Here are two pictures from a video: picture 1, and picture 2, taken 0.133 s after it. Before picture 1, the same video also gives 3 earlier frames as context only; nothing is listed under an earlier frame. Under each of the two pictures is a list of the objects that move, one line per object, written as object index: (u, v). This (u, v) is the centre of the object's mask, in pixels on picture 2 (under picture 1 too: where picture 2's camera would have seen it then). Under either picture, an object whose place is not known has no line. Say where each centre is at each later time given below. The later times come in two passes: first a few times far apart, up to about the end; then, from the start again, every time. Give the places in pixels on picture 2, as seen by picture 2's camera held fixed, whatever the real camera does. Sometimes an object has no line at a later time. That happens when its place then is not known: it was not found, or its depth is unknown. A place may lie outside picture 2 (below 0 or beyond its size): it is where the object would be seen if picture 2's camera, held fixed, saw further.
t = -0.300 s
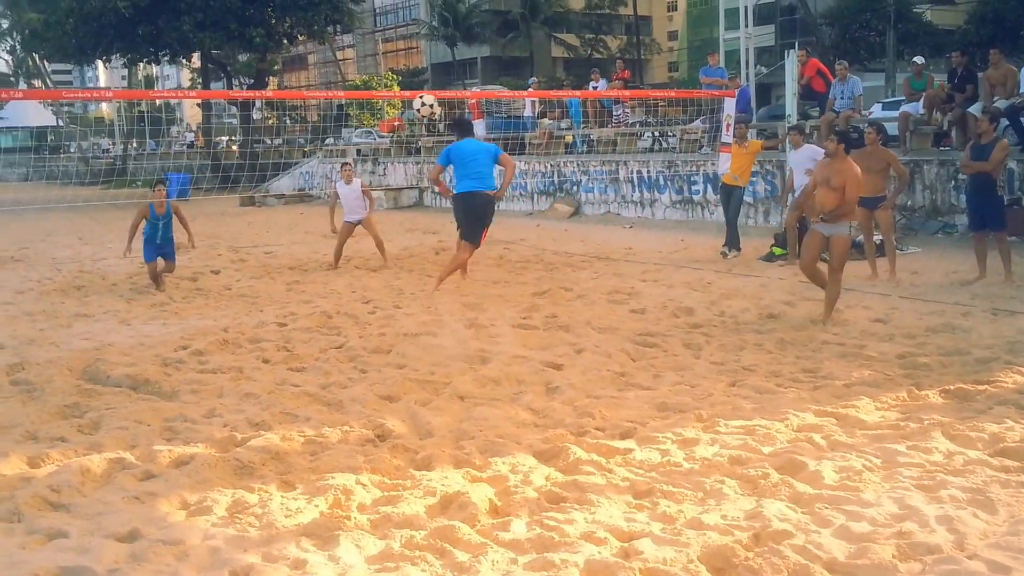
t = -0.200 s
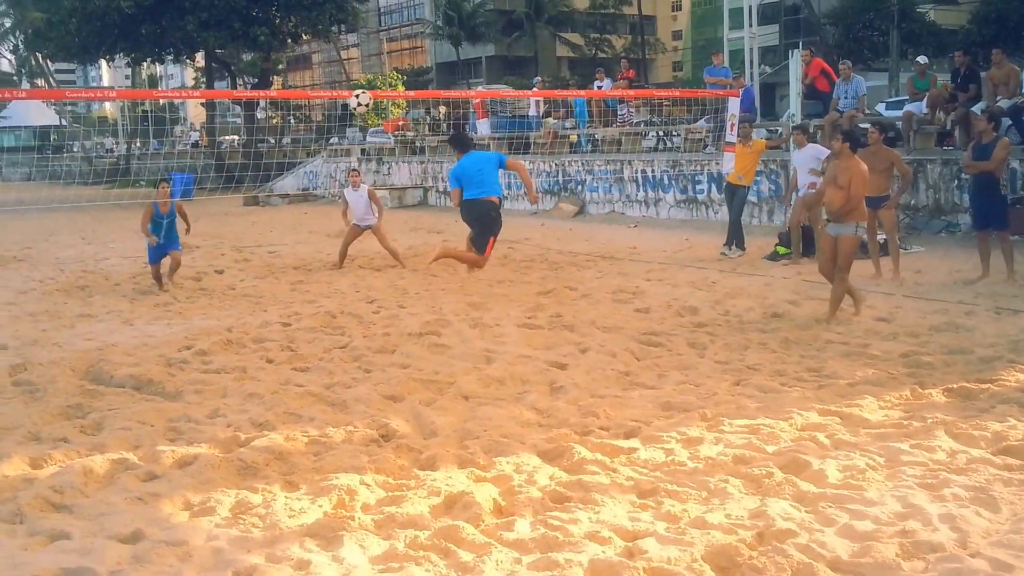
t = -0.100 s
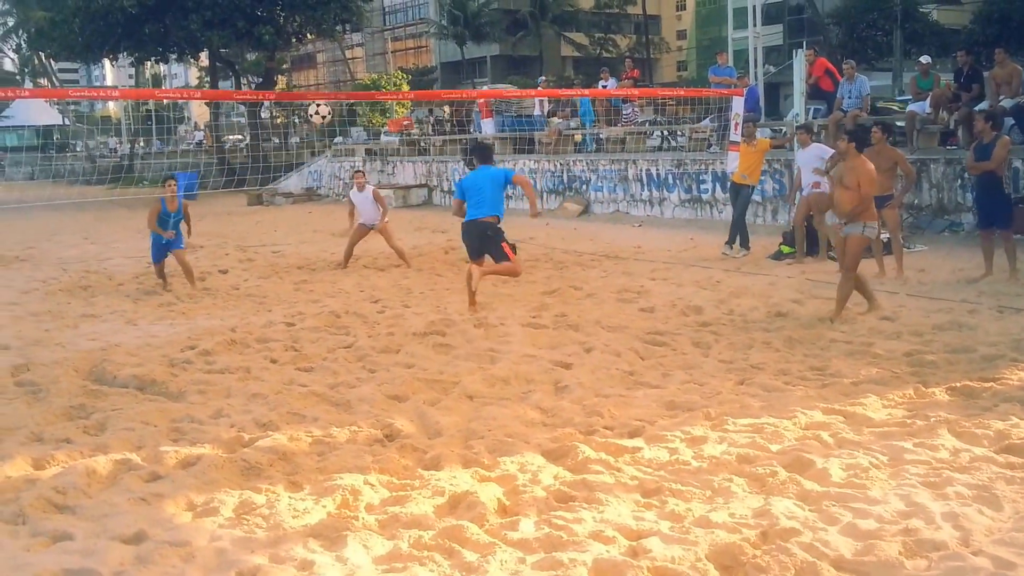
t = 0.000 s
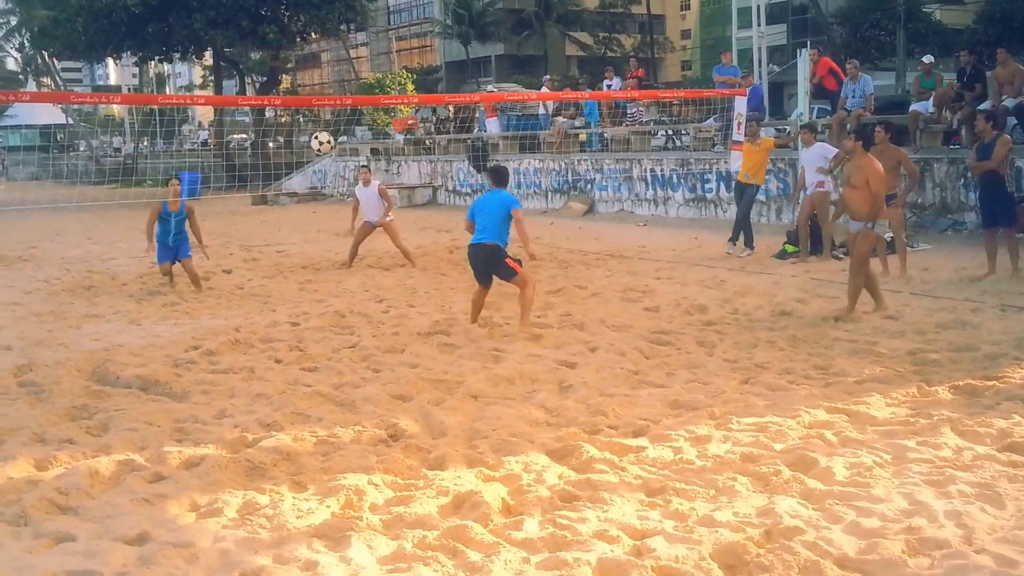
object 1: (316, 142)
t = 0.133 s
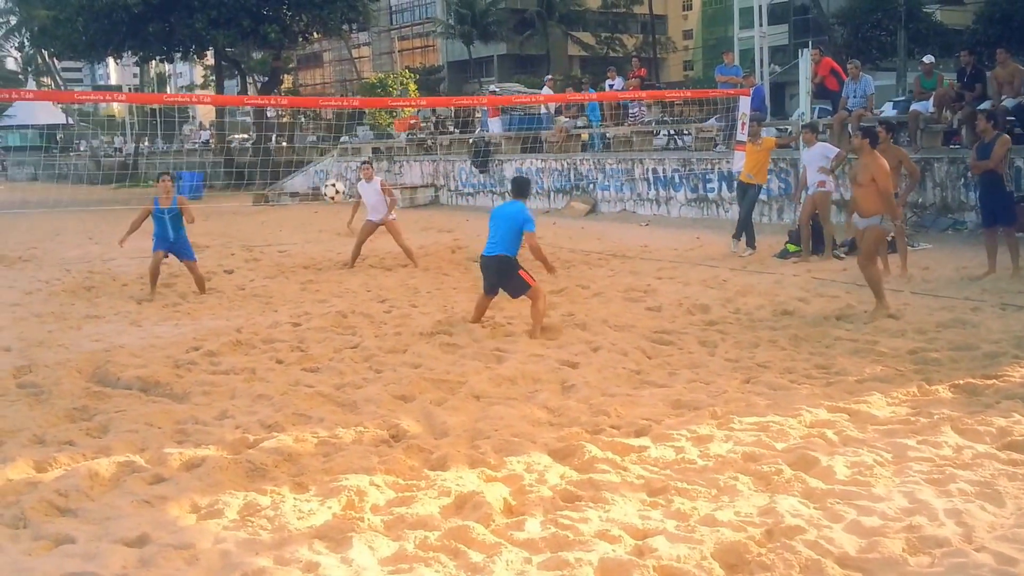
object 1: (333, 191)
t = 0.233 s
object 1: (348, 214)
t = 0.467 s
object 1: (382, 313)
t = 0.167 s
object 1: (339, 198)
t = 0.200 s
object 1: (343, 206)
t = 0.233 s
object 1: (348, 214)
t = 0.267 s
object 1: (353, 224)
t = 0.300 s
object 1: (358, 235)
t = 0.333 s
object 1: (363, 248)
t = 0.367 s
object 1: (368, 262)
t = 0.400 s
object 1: (373, 278)
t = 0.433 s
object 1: (378, 296)
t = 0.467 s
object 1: (382, 313)
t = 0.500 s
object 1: (386, 326)
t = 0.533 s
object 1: (389, 325)
